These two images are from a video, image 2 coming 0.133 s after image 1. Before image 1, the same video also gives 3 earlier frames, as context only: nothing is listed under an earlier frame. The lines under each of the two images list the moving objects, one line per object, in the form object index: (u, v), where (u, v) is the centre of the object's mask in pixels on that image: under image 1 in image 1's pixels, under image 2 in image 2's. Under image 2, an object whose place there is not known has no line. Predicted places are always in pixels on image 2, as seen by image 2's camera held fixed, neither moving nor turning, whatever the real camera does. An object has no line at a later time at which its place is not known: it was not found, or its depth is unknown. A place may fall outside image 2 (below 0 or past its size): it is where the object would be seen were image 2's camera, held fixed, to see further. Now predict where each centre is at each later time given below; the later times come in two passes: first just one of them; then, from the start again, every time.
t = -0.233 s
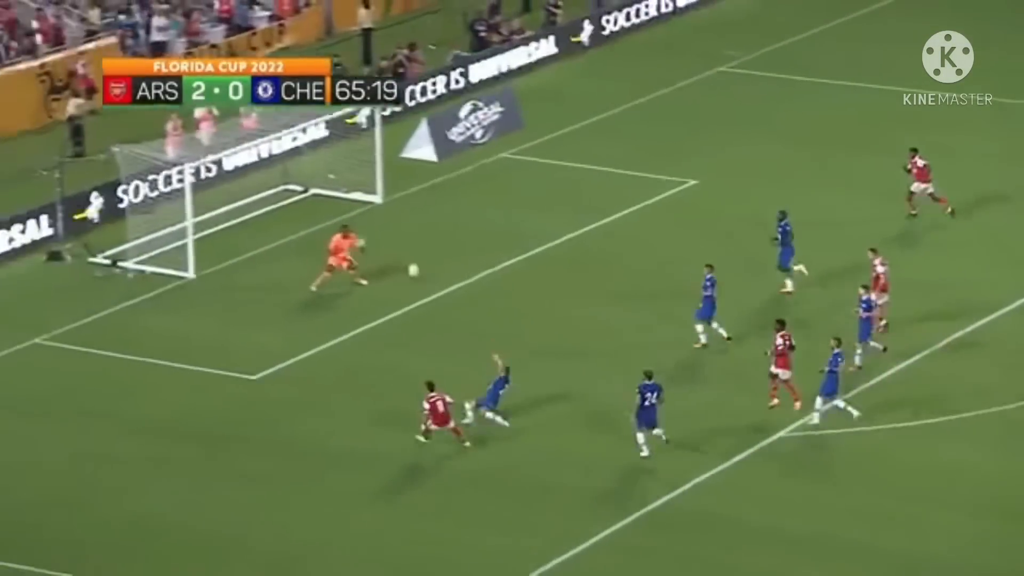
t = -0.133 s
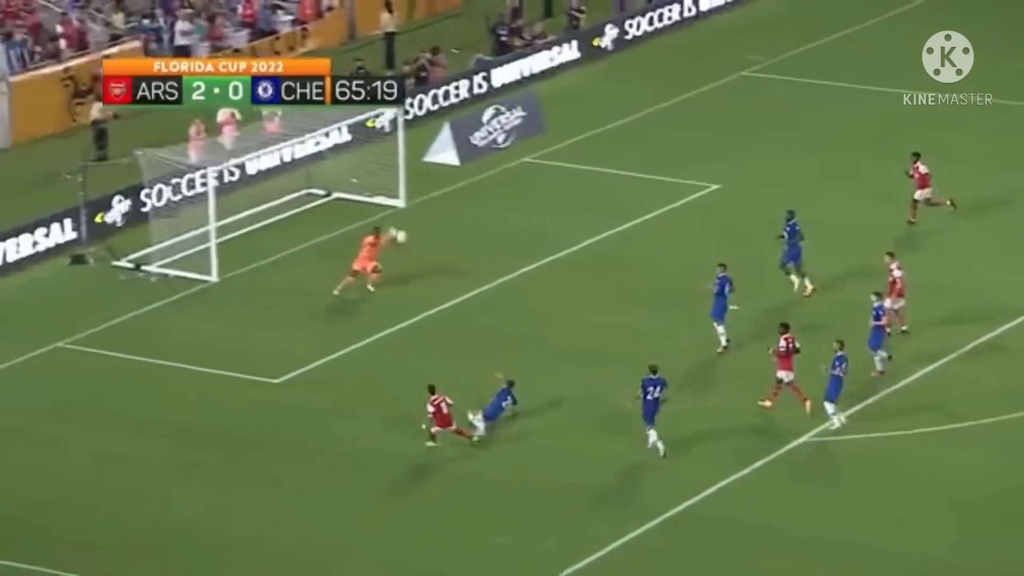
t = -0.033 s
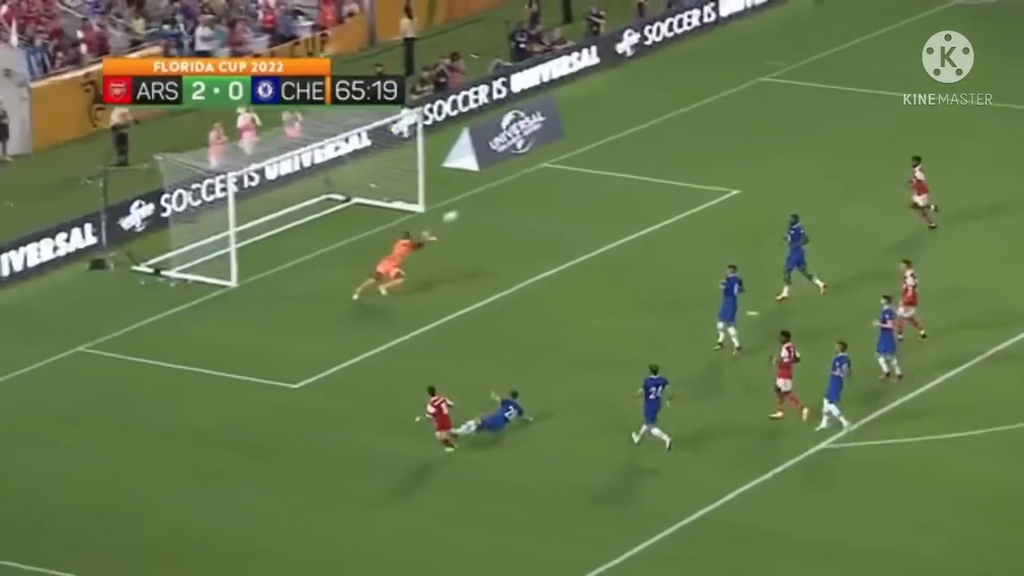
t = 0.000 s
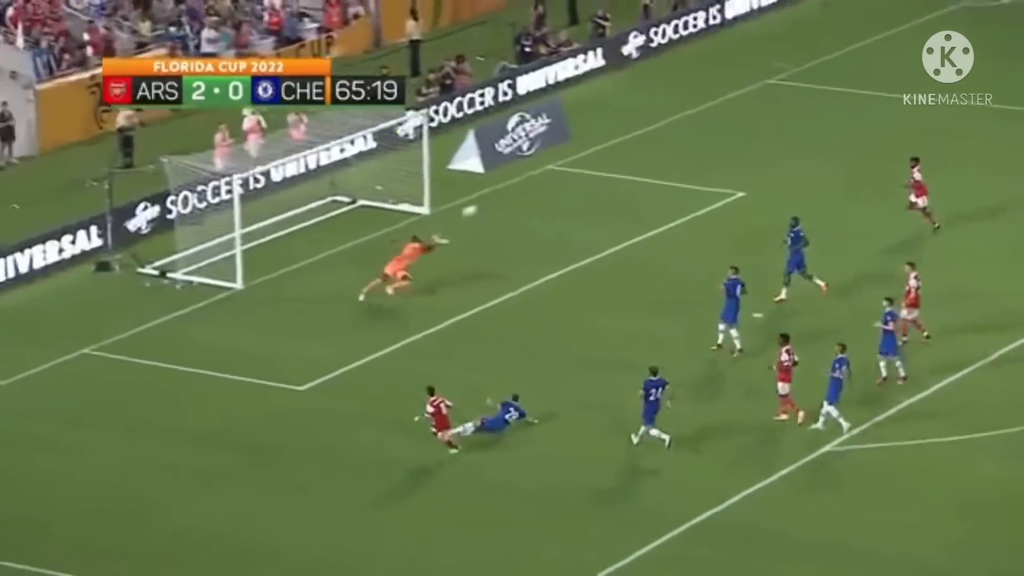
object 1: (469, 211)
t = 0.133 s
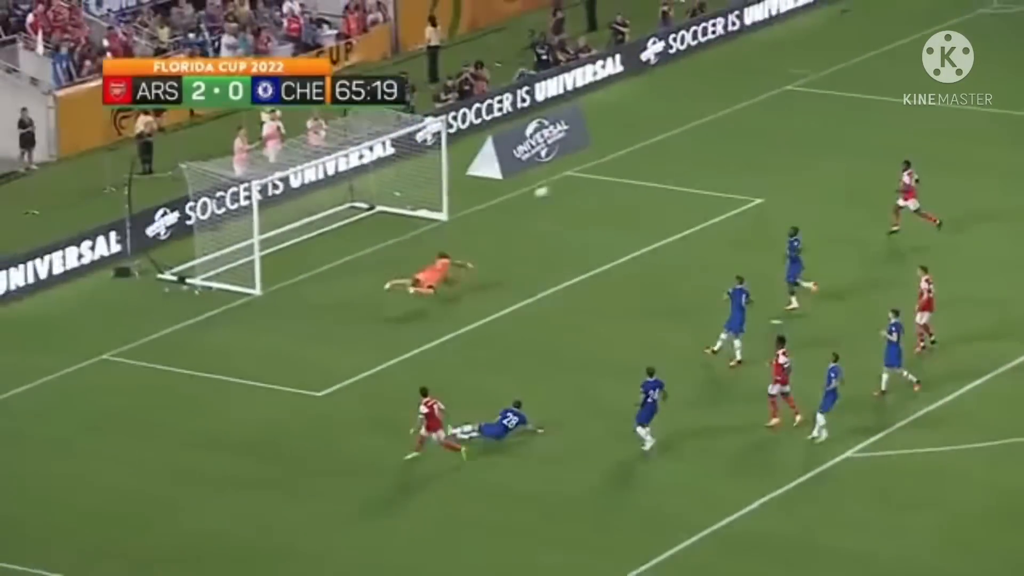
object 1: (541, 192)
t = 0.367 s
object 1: (636, 167)
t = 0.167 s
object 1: (554, 187)
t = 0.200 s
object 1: (567, 183)
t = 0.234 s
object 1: (581, 178)
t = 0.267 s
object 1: (595, 174)
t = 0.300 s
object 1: (608, 171)
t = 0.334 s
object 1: (622, 169)
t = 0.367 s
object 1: (636, 167)
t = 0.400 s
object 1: (650, 166)
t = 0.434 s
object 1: (663, 165)
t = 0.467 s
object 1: (677, 164)
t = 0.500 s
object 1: (691, 164)
